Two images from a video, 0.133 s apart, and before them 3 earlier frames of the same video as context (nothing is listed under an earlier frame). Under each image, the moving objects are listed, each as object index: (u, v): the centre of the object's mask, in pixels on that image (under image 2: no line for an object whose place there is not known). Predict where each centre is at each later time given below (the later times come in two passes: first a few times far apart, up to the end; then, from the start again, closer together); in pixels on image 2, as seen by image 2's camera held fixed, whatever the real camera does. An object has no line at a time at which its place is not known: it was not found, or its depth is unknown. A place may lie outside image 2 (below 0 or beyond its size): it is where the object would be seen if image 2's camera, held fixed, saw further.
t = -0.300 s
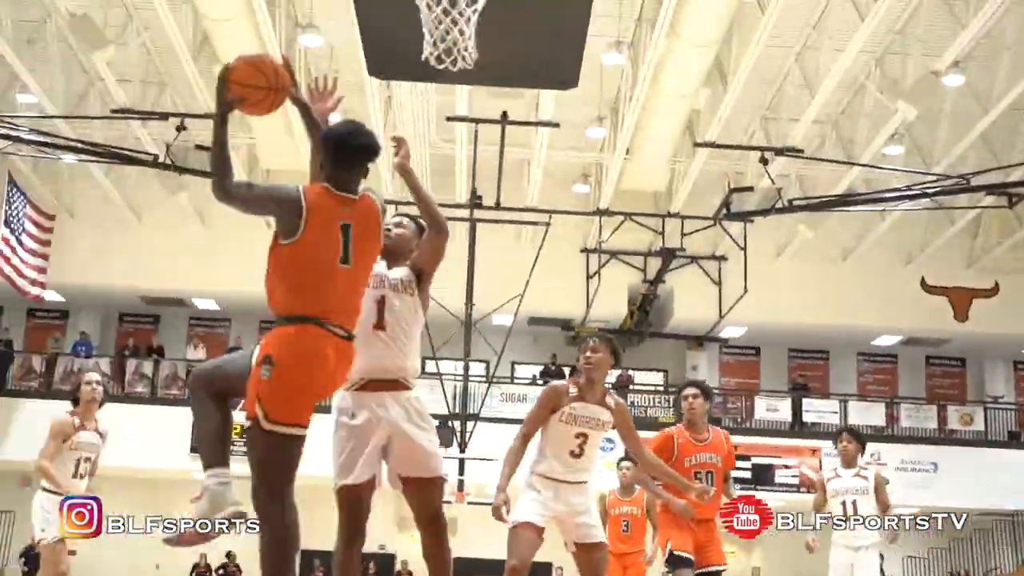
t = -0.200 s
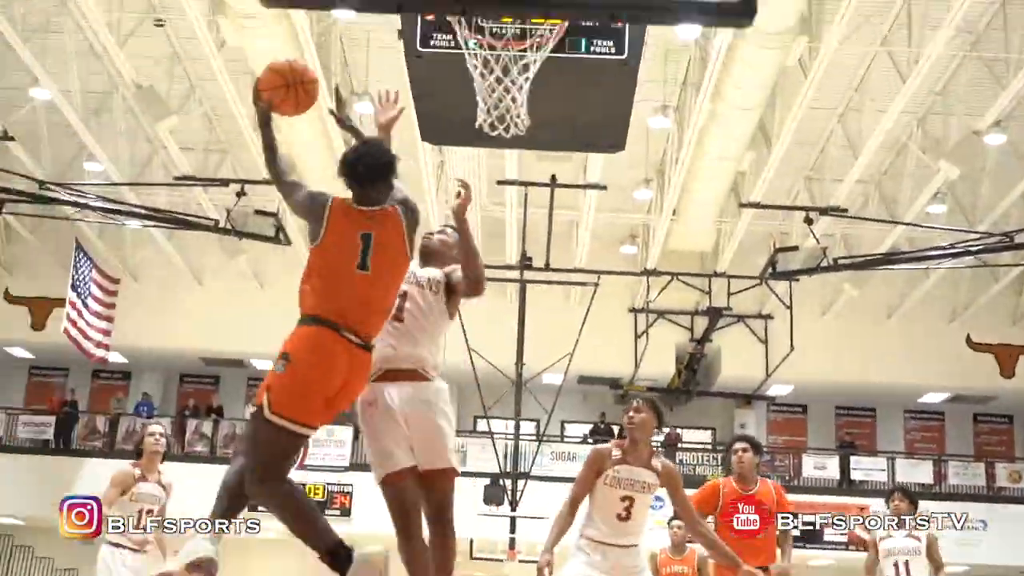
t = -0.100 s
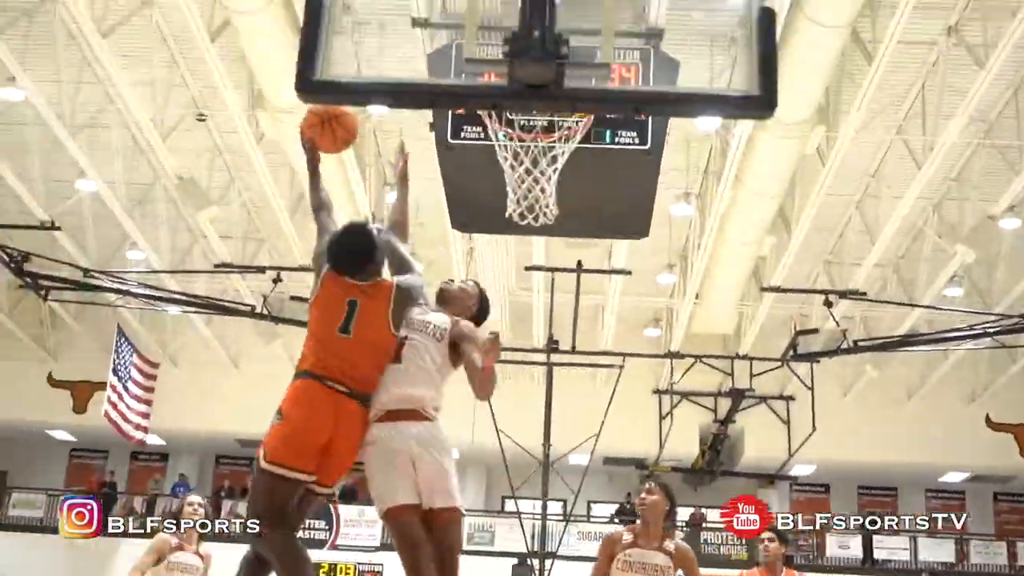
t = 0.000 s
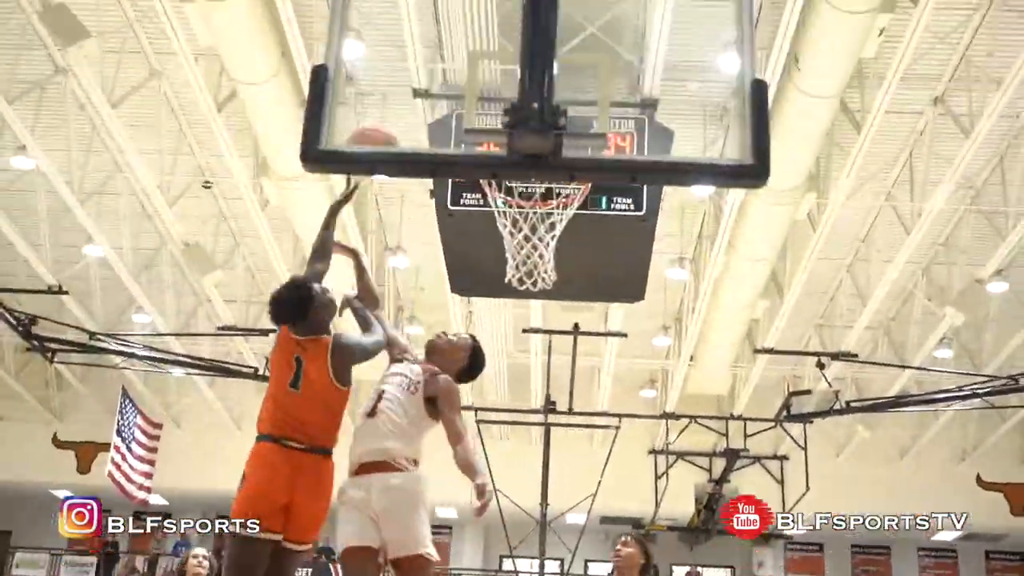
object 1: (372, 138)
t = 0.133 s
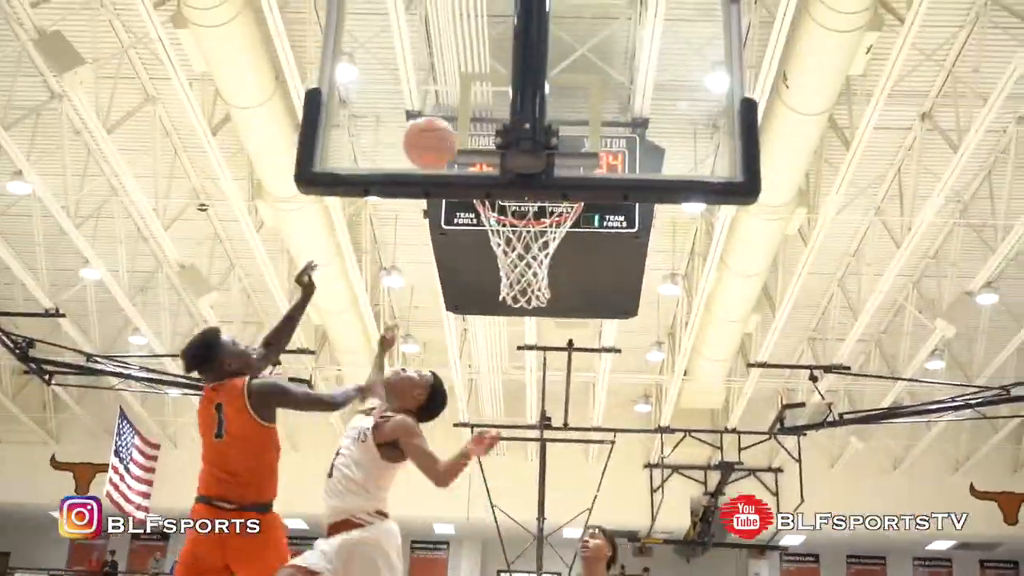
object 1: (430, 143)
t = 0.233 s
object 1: (485, 137)
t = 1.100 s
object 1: (550, 264)
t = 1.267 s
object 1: (529, 313)
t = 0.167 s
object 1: (440, 145)
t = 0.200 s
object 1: (458, 143)
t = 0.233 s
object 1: (485, 137)
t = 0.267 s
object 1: (488, 139)
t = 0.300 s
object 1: (491, 138)
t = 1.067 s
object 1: (550, 252)
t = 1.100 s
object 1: (550, 264)
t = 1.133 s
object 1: (550, 272)
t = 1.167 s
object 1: (548, 279)
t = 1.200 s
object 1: (543, 287)
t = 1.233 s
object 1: (538, 297)
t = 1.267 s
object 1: (529, 313)
